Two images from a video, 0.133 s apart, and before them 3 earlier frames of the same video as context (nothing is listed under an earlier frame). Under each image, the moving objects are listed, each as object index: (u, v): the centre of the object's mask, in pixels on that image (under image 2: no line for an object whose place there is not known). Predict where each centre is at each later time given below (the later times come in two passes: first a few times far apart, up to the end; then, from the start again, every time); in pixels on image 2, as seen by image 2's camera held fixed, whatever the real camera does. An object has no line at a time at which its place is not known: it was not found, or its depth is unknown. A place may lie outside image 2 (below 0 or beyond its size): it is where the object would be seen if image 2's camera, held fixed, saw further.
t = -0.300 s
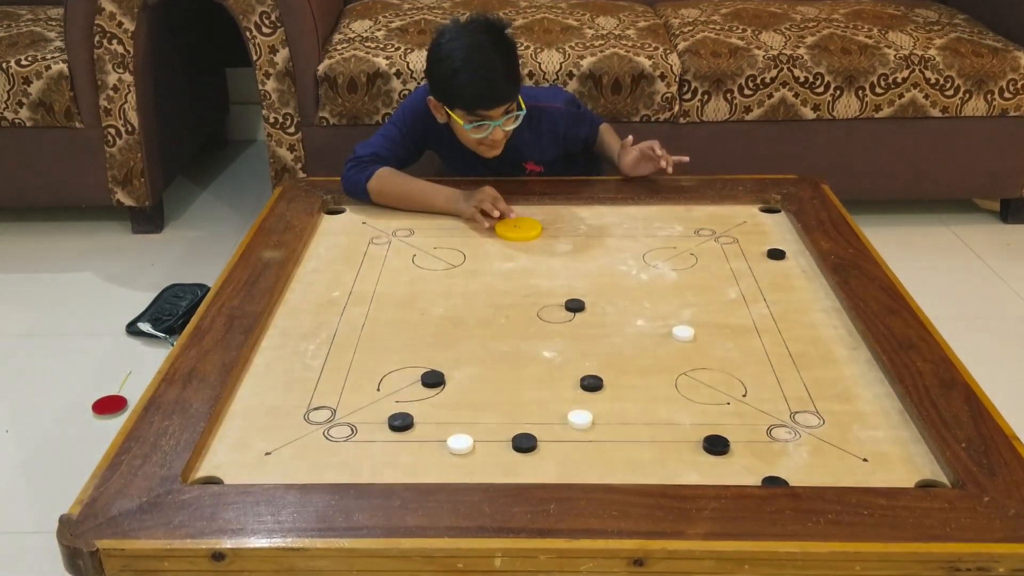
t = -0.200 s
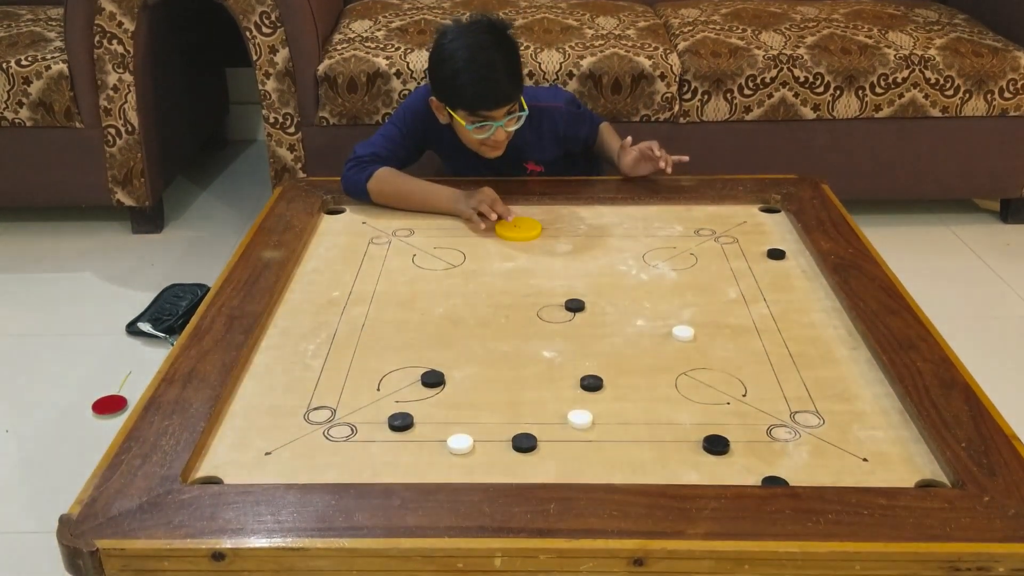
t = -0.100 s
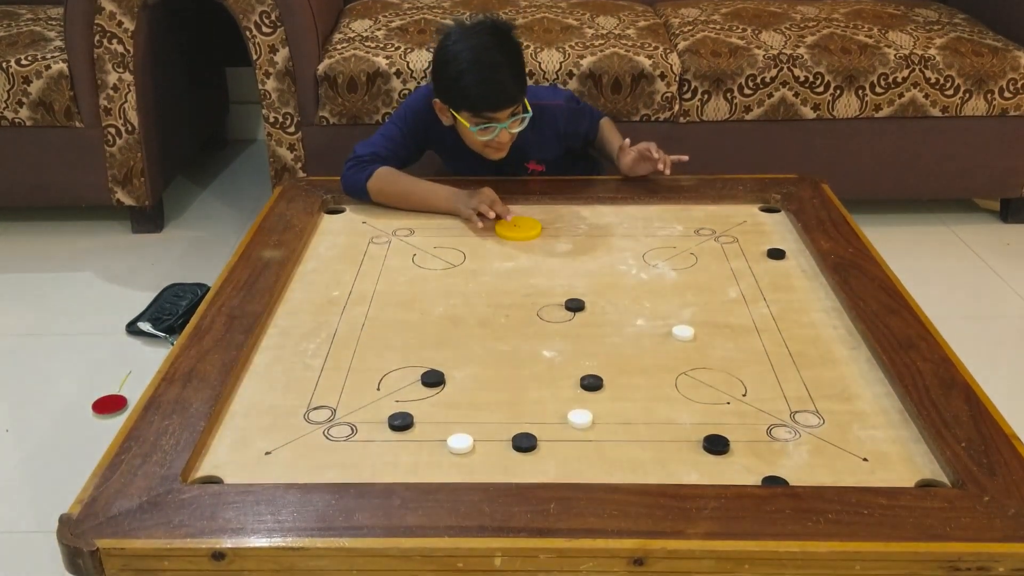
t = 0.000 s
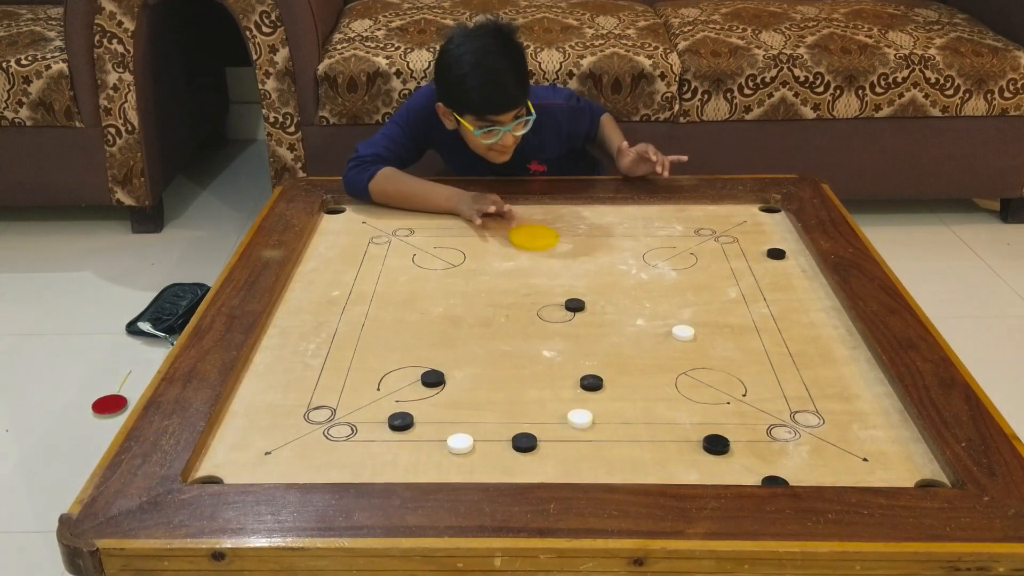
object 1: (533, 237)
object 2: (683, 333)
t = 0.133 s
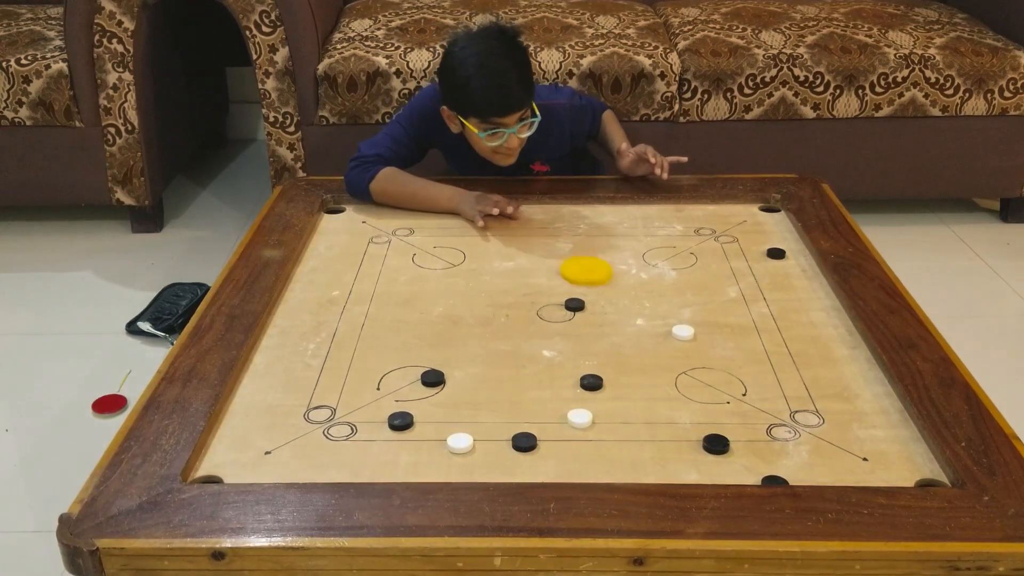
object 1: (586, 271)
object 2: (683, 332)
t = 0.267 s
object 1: (643, 307)
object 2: (683, 332)
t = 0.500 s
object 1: (728, 364)
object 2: (889, 442)
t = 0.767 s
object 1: (825, 425)
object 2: (856, 470)
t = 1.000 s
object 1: (872, 436)
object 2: (873, 478)
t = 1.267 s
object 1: (879, 435)
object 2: (877, 475)
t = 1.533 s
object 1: (867, 433)
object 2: (878, 474)
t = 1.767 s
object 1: (866, 432)
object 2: (878, 474)
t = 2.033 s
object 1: (866, 432)
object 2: (878, 474)
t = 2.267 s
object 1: (866, 432)
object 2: (878, 474)
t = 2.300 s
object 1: (866, 432)
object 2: (878, 474)
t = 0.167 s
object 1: (600, 280)
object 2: (683, 332)
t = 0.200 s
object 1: (614, 289)
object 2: (683, 332)
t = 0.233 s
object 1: (628, 298)
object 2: (683, 332)
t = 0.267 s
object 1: (643, 307)
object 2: (683, 332)
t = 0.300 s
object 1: (657, 317)
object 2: (686, 334)
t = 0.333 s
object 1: (669, 324)
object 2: (716, 350)
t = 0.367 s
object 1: (680, 332)
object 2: (748, 367)
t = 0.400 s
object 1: (692, 340)
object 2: (781, 385)
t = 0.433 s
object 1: (704, 348)
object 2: (816, 402)
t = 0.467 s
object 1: (716, 356)
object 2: (852, 422)
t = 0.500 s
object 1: (728, 364)
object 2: (889, 442)
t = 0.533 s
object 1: (741, 372)
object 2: (923, 462)
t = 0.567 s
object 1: (753, 380)
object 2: (919, 475)
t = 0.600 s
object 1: (766, 389)
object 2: (903, 478)
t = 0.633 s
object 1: (778, 397)
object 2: (883, 469)
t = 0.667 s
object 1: (791, 405)
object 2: (864, 461)
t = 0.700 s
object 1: (805, 414)
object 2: (846, 451)
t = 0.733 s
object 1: (816, 420)
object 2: (842, 452)
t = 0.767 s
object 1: (825, 425)
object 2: (856, 470)
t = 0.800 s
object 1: (834, 430)
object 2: (862, 477)
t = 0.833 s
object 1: (842, 433)
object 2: (856, 466)
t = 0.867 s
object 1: (849, 434)
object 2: (860, 467)
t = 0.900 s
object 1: (855, 435)
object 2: (867, 473)
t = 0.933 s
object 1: (861, 436)
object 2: (871, 477)
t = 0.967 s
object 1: (866, 436)
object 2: (873, 478)
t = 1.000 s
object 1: (872, 436)
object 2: (873, 478)
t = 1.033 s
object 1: (876, 435)
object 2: (873, 479)
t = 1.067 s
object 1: (881, 435)
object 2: (874, 477)
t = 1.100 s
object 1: (885, 435)
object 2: (874, 477)
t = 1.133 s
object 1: (888, 435)
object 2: (875, 476)
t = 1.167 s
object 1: (886, 435)
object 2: (875, 476)
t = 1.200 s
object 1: (883, 435)
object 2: (876, 476)
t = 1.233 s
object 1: (881, 435)
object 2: (876, 475)
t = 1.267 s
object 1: (879, 435)
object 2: (877, 475)
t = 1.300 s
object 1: (877, 435)
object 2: (877, 475)
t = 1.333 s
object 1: (875, 435)
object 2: (878, 475)
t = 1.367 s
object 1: (873, 434)
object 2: (878, 475)
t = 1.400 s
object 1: (871, 434)
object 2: (878, 475)
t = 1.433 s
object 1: (870, 434)
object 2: (878, 475)
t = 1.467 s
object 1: (869, 434)
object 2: (878, 475)
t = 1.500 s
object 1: (868, 433)
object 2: (878, 474)
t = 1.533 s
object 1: (867, 433)
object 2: (878, 474)
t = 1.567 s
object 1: (867, 433)
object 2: (878, 474)
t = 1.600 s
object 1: (866, 432)
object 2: (878, 474)
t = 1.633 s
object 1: (866, 432)
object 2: (878, 474)
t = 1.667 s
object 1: (866, 432)
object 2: (878, 474)
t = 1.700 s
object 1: (866, 432)
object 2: (878, 474)
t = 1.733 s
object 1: (866, 432)
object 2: (878, 474)
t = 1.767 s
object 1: (866, 432)
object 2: (878, 474)
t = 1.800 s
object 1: (866, 432)
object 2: (878, 474)
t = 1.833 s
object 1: (866, 432)
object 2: (878, 474)
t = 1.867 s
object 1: (866, 432)
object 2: (878, 474)
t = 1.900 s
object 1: (866, 432)
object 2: (878, 474)
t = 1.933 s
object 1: (866, 432)
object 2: (878, 474)
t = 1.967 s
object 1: (866, 432)
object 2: (878, 474)
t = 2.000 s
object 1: (866, 432)
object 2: (878, 474)
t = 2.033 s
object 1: (866, 432)
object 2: (878, 474)
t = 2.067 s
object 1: (866, 432)
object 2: (878, 474)
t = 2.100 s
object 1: (866, 432)
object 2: (878, 474)
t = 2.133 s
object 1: (866, 432)
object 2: (878, 474)
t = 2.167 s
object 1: (866, 432)
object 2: (878, 474)
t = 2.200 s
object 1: (866, 432)
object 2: (878, 474)
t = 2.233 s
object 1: (866, 432)
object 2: (878, 474)
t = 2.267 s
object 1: (866, 432)
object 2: (878, 474)
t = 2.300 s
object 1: (866, 432)
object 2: (878, 474)
